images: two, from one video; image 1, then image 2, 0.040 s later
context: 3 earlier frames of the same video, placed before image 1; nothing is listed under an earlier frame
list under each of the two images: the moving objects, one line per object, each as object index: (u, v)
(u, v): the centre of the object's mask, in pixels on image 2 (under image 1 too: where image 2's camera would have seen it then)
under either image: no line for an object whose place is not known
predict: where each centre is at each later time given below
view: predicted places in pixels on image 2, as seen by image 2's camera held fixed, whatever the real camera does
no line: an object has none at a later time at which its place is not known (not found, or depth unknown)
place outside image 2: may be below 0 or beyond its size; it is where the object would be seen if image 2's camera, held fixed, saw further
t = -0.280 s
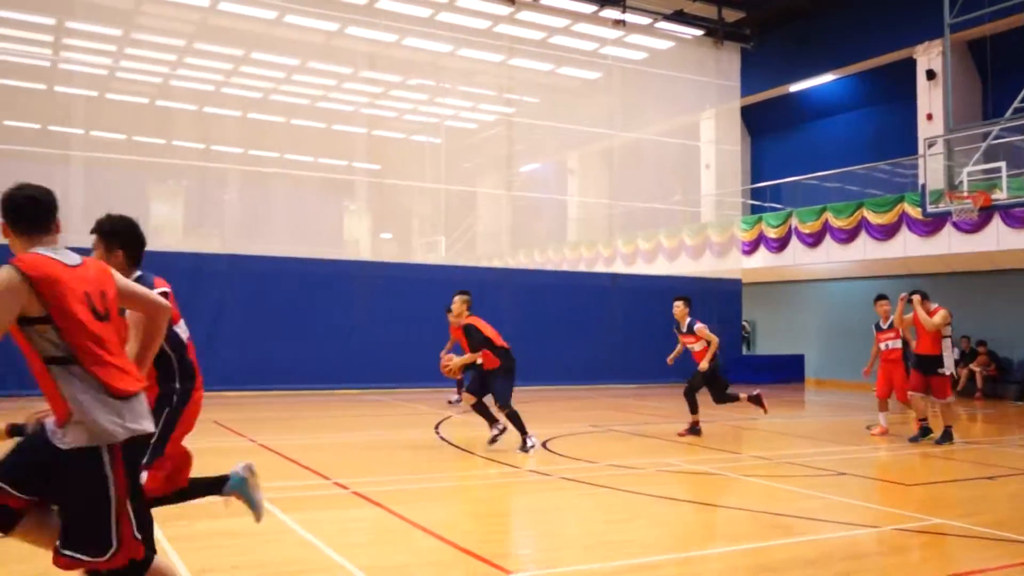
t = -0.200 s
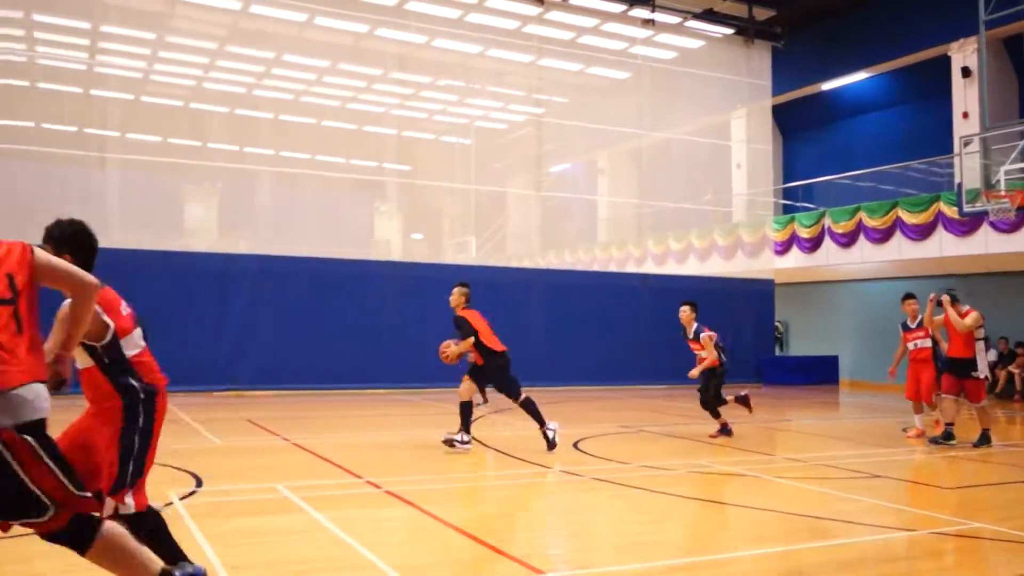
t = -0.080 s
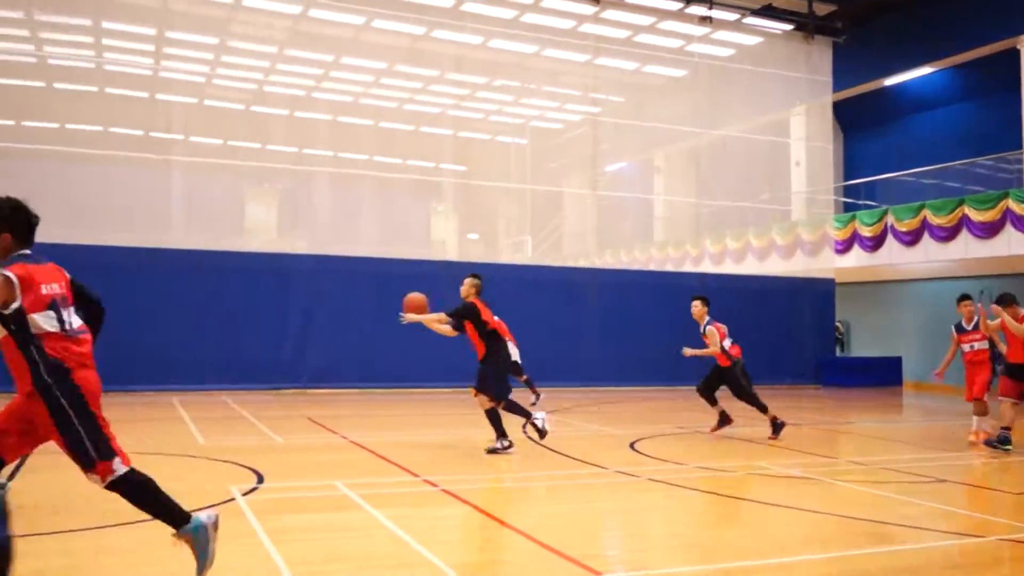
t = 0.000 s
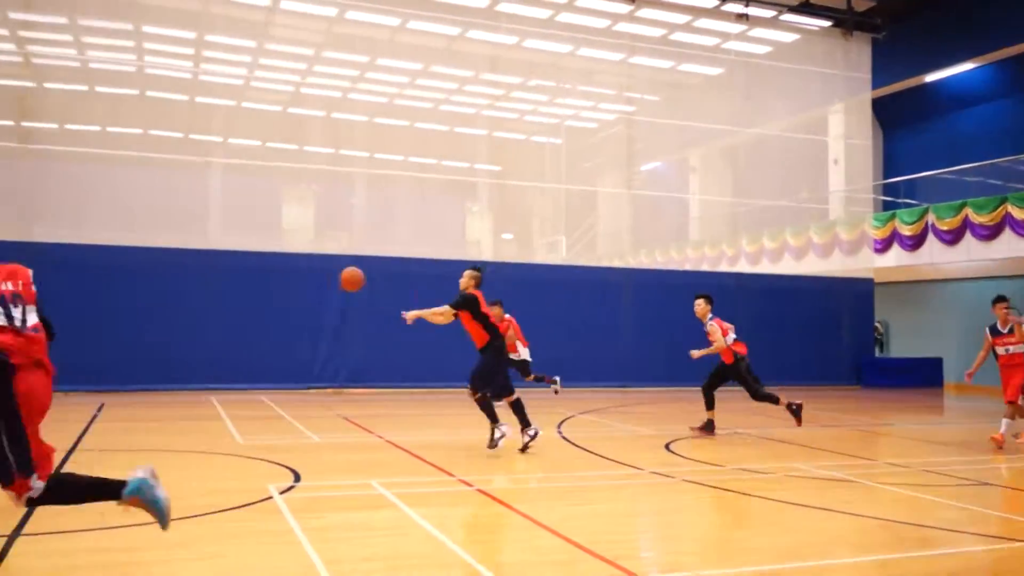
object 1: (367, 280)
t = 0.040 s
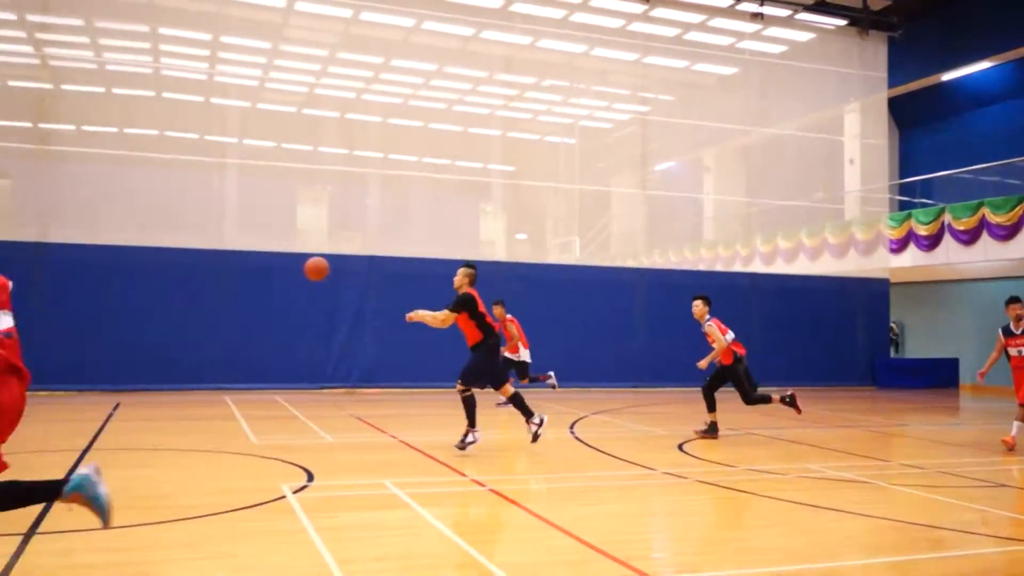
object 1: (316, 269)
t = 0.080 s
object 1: (268, 261)
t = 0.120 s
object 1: (218, 254)
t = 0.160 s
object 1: (171, 248)
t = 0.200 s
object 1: (124, 242)
